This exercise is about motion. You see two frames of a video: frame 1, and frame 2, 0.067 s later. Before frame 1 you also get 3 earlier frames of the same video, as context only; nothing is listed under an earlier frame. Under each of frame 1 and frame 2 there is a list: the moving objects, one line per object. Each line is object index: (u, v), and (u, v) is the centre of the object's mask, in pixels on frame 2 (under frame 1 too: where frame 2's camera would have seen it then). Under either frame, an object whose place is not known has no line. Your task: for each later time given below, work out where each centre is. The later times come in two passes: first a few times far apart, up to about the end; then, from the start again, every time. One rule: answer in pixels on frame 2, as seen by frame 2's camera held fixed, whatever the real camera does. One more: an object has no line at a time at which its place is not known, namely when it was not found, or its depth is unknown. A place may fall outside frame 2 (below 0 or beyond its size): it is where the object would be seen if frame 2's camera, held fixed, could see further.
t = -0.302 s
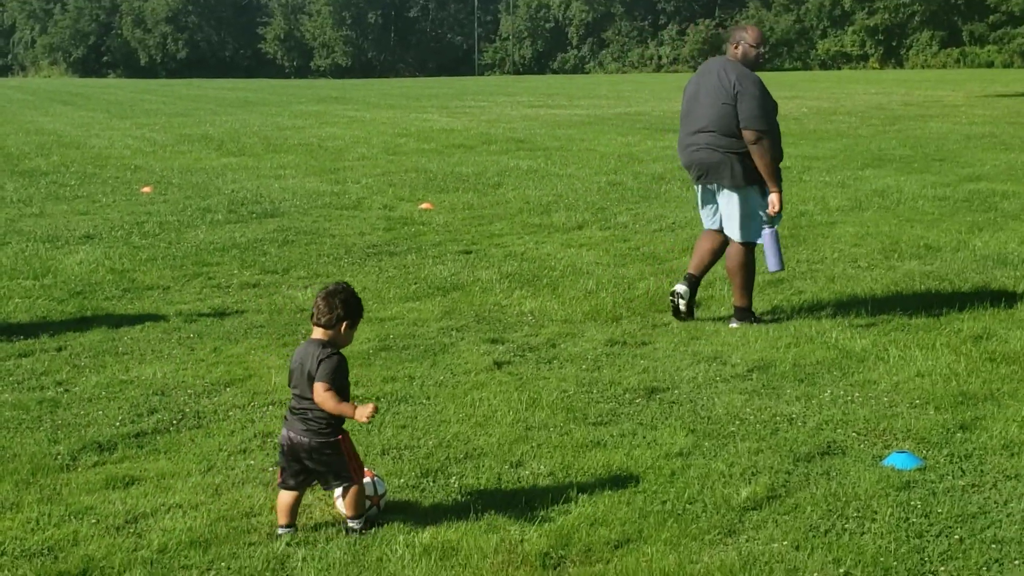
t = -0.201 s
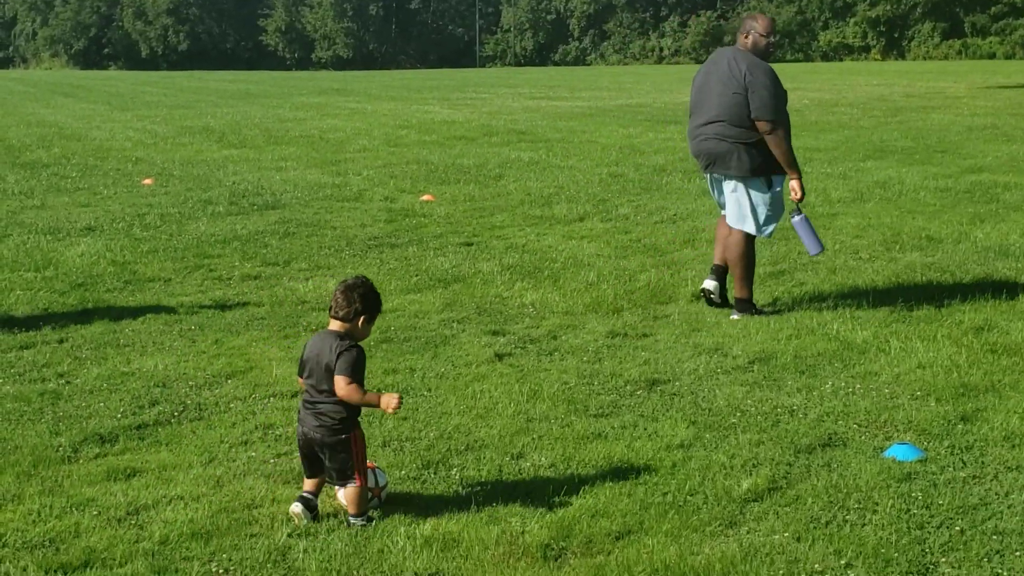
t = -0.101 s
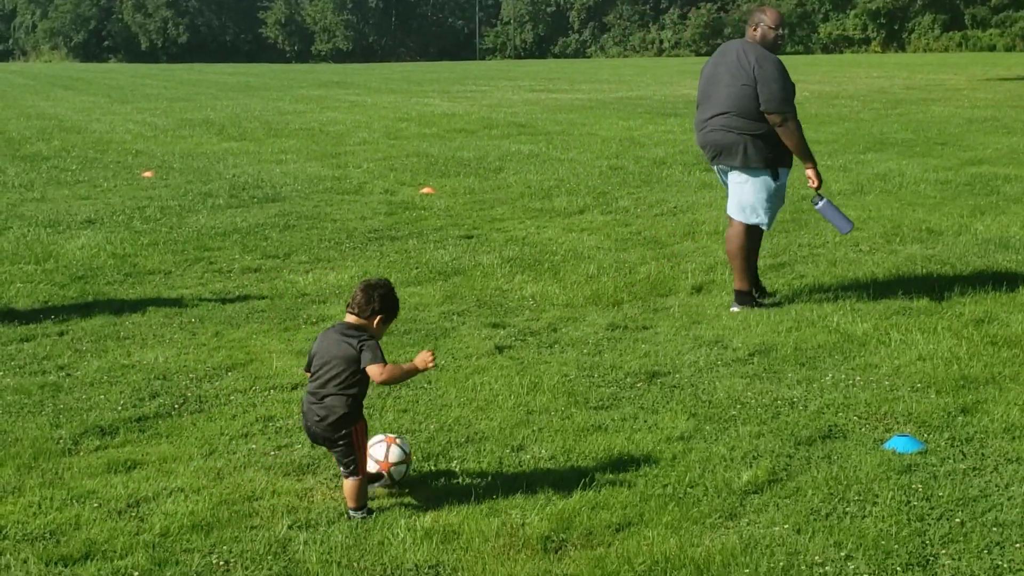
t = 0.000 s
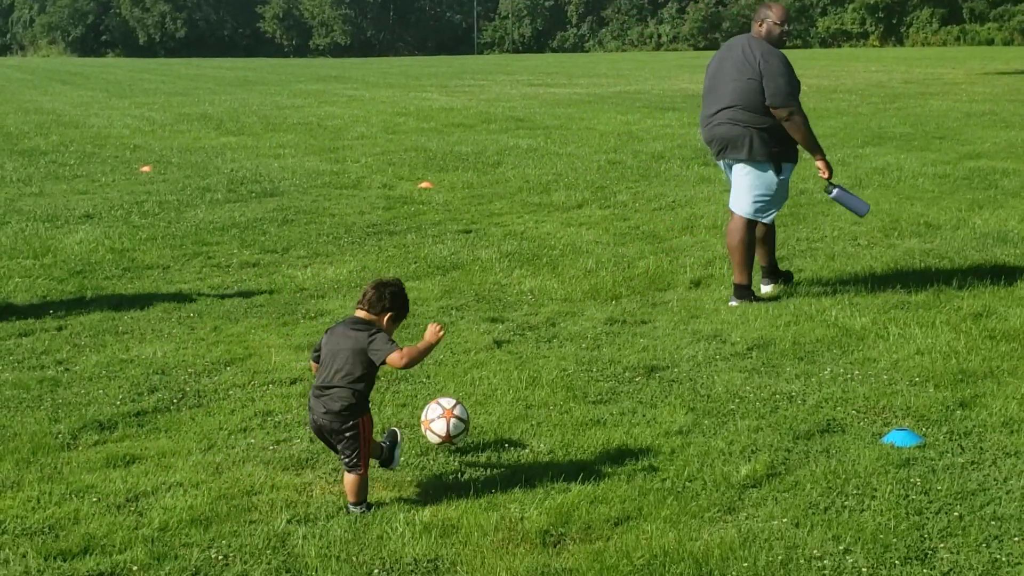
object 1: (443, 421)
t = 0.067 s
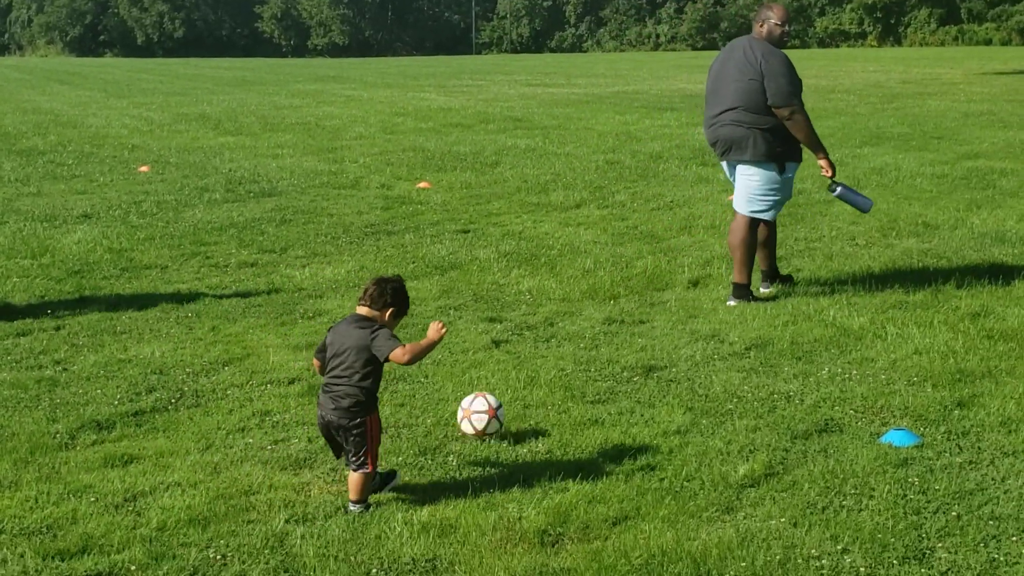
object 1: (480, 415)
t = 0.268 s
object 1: (545, 397)
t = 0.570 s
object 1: (586, 386)
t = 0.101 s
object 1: (499, 415)
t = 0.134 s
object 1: (515, 416)
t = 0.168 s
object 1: (526, 413)
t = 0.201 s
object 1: (534, 407)
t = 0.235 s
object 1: (539, 401)
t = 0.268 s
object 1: (545, 397)
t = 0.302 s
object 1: (551, 396)
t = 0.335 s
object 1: (557, 396)
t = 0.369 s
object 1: (562, 397)
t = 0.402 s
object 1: (566, 398)
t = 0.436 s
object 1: (570, 395)
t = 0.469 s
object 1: (575, 392)
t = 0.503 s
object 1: (579, 388)
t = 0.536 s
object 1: (582, 386)
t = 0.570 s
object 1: (586, 386)
